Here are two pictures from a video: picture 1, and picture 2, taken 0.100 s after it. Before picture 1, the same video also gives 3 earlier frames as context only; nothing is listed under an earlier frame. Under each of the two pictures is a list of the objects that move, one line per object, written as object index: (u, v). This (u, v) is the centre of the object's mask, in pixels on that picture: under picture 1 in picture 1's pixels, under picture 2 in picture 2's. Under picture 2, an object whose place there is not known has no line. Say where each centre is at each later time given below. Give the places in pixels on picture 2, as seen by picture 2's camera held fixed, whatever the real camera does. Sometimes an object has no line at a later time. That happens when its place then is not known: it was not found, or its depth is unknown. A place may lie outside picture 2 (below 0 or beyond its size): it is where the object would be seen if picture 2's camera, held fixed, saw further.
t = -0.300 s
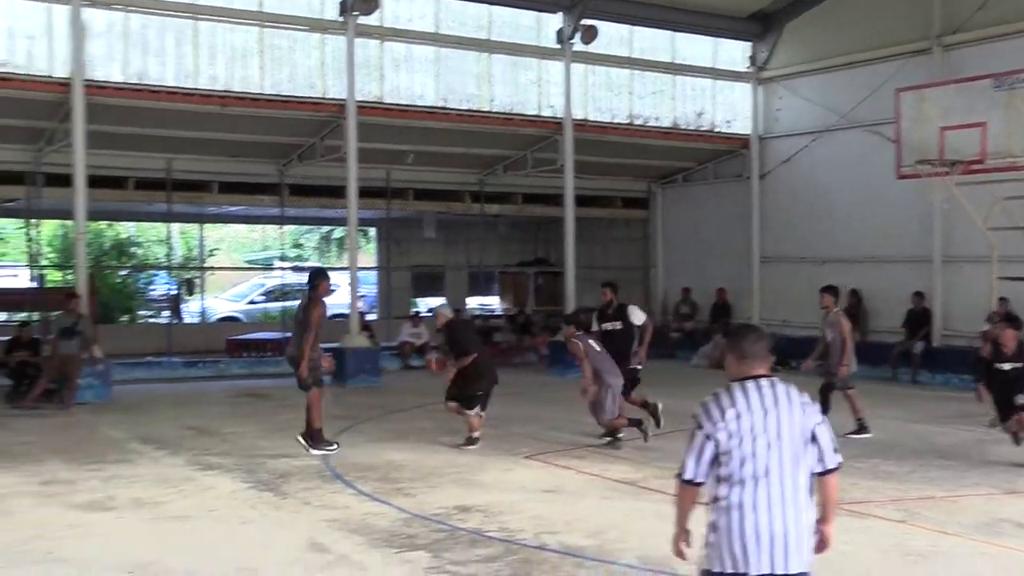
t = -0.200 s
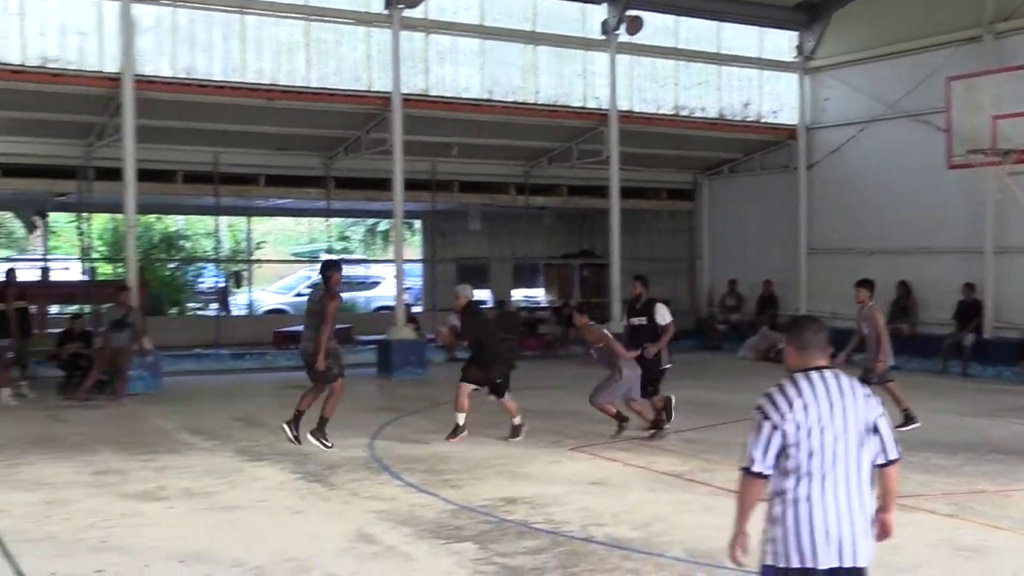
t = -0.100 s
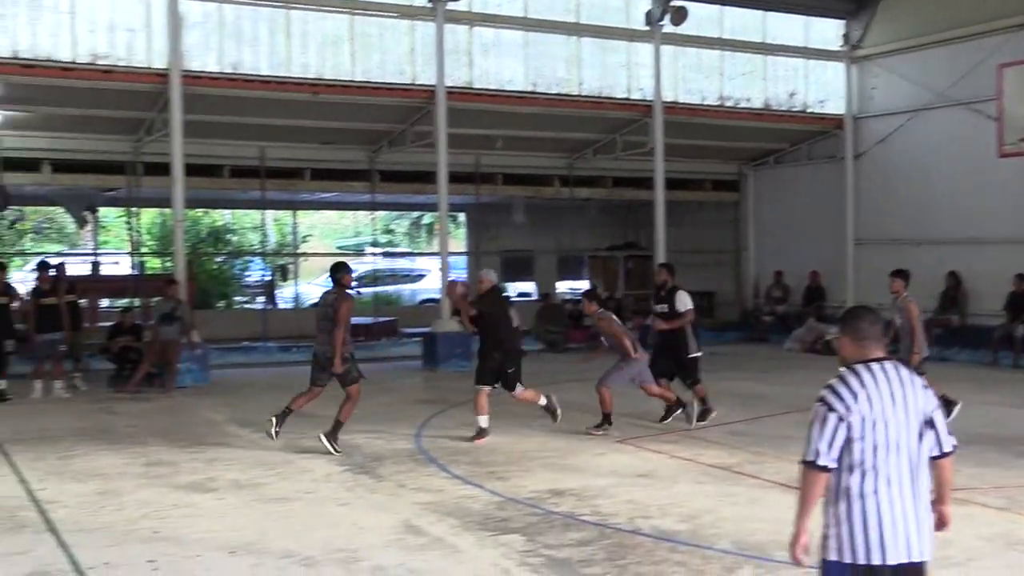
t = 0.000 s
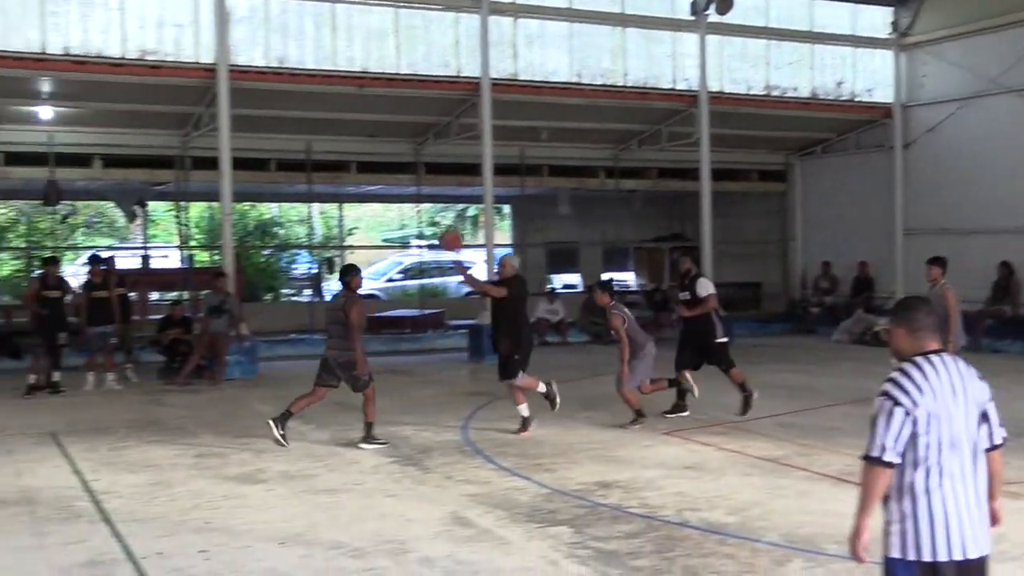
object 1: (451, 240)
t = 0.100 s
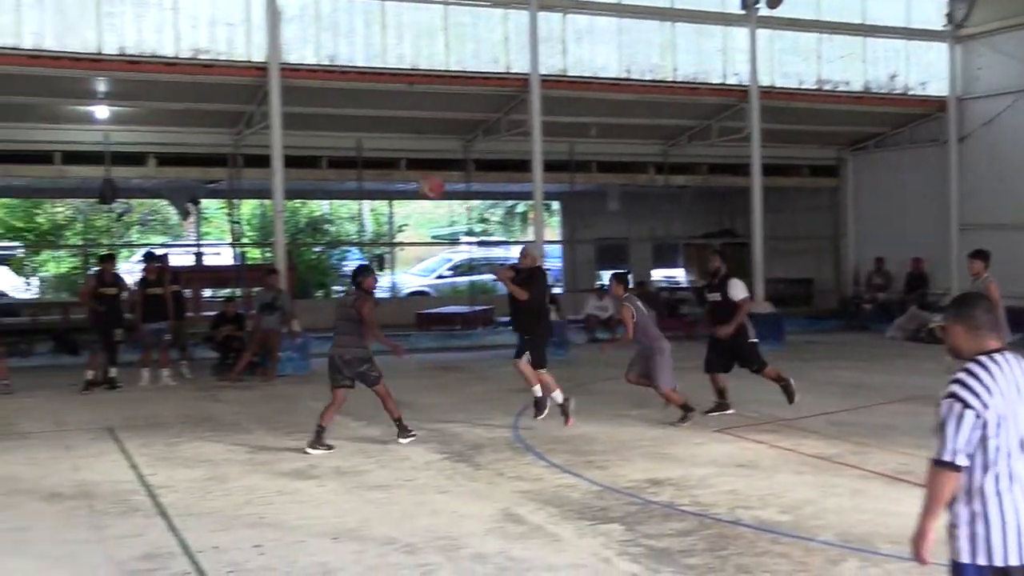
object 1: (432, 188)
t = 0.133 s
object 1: (405, 168)
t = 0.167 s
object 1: (377, 155)
